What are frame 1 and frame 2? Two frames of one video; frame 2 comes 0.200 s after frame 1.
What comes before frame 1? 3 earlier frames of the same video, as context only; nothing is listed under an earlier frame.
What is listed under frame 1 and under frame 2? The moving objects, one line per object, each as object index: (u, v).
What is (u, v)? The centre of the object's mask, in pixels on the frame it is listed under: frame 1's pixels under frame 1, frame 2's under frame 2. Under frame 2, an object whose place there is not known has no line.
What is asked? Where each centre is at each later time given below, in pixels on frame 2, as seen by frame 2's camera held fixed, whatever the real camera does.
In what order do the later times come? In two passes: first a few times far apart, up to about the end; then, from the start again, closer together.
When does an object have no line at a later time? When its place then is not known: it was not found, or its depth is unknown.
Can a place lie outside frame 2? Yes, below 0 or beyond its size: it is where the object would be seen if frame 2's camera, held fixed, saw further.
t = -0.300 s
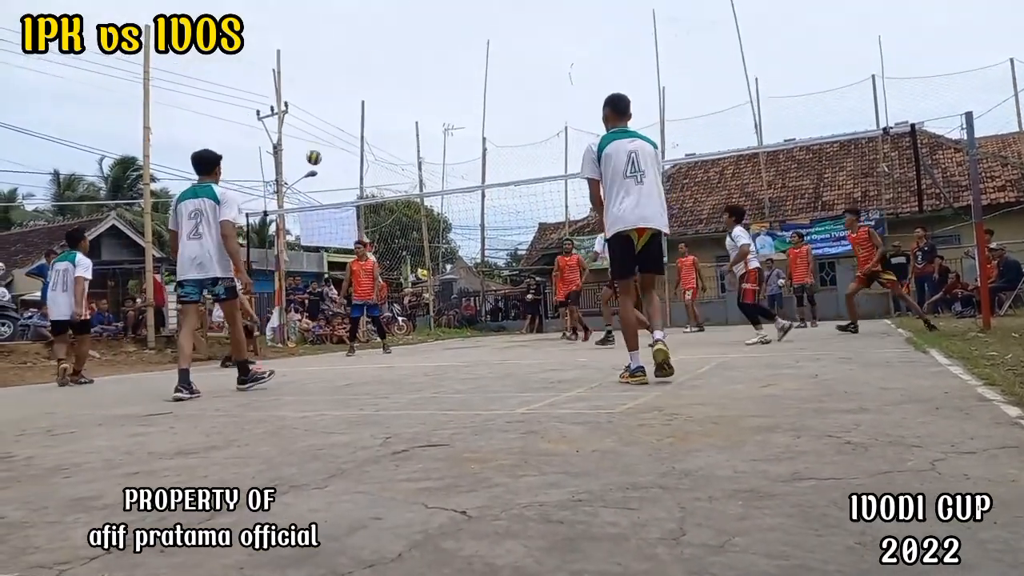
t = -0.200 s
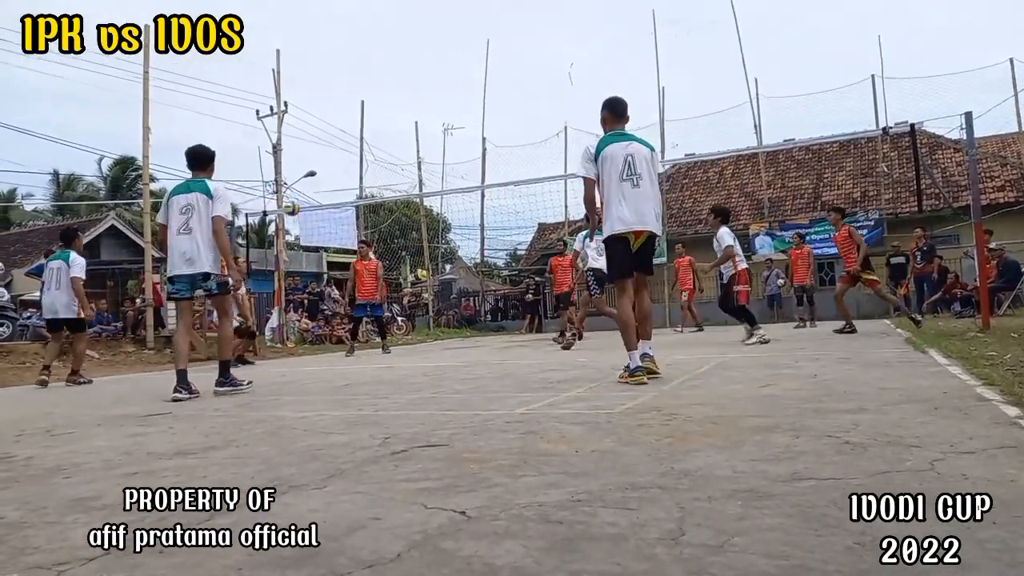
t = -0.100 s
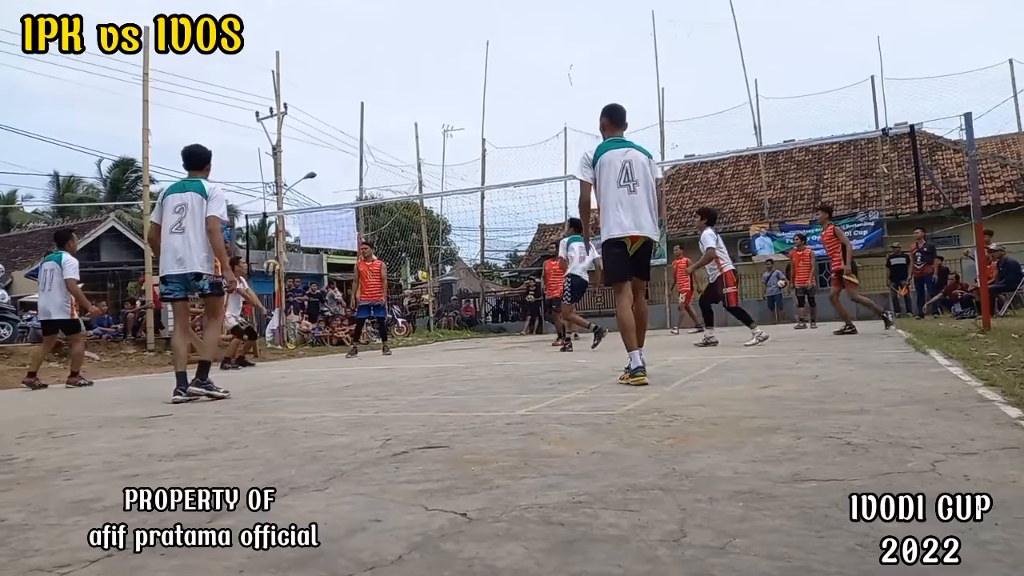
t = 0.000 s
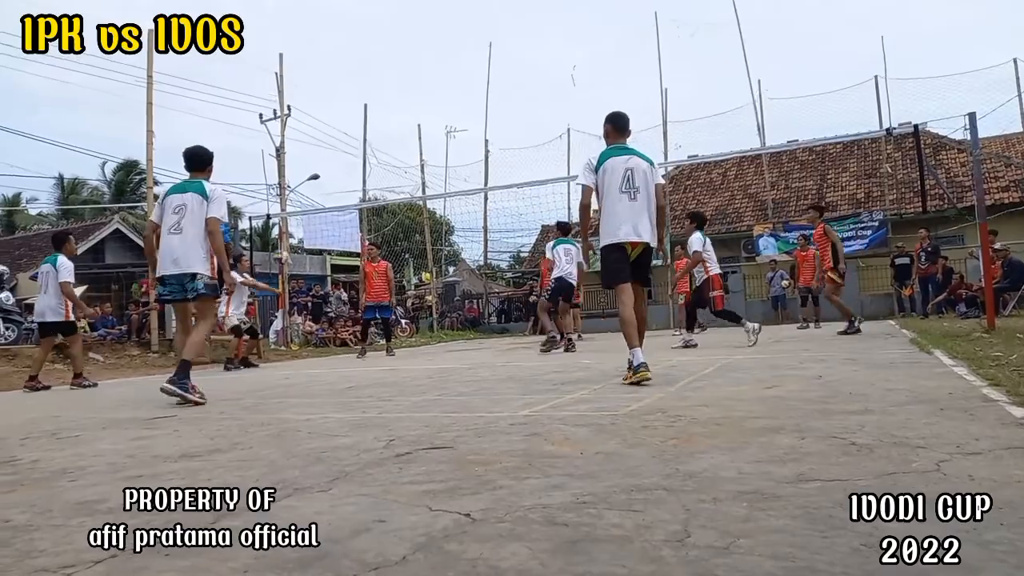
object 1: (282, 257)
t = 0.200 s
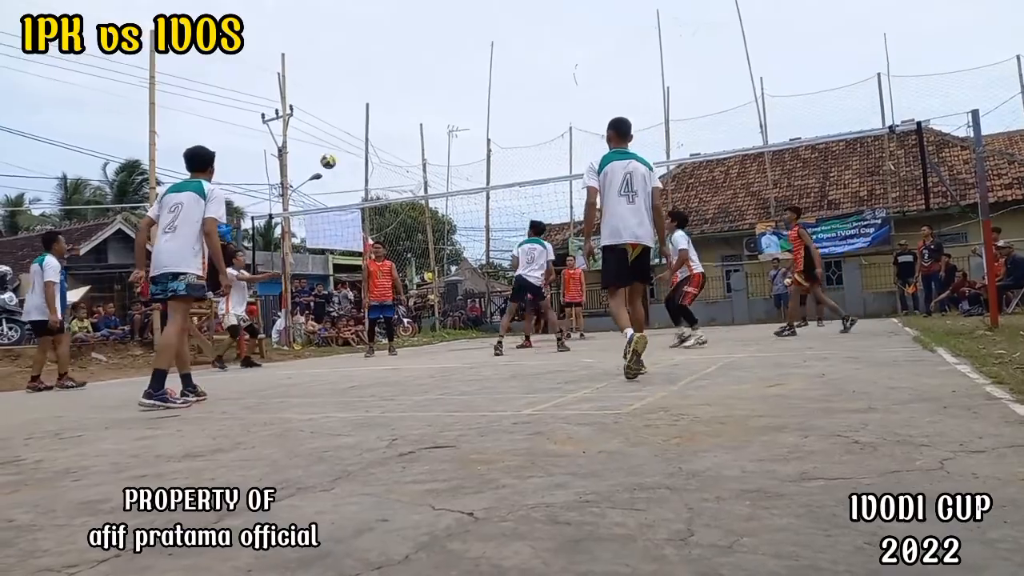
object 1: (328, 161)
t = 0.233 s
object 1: (336, 148)
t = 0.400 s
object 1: (374, 91)
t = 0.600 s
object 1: (422, 48)
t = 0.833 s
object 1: (482, 34)
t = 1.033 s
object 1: (538, 56)
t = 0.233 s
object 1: (336, 148)
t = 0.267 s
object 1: (343, 135)
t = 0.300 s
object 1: (351, 123)
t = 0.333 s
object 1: (358, 112)
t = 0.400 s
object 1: (374, 91)
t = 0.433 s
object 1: (382, 81)
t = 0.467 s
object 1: (390, 73)
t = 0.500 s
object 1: (398, 66)
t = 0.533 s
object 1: (406, 59)
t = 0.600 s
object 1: (422, 48)
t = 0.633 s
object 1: (431, 44)
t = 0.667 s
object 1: (439, 40)
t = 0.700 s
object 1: (447, 38)
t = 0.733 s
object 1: (456, 36)
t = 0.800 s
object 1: (474, 34)
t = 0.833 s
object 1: (482, 34)
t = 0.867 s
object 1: (492, 35)
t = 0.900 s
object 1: (501, 38)
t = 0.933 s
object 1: (510, 41)
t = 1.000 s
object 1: (529, 50)
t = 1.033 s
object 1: (538, 56)
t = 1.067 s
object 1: (548, 62)
